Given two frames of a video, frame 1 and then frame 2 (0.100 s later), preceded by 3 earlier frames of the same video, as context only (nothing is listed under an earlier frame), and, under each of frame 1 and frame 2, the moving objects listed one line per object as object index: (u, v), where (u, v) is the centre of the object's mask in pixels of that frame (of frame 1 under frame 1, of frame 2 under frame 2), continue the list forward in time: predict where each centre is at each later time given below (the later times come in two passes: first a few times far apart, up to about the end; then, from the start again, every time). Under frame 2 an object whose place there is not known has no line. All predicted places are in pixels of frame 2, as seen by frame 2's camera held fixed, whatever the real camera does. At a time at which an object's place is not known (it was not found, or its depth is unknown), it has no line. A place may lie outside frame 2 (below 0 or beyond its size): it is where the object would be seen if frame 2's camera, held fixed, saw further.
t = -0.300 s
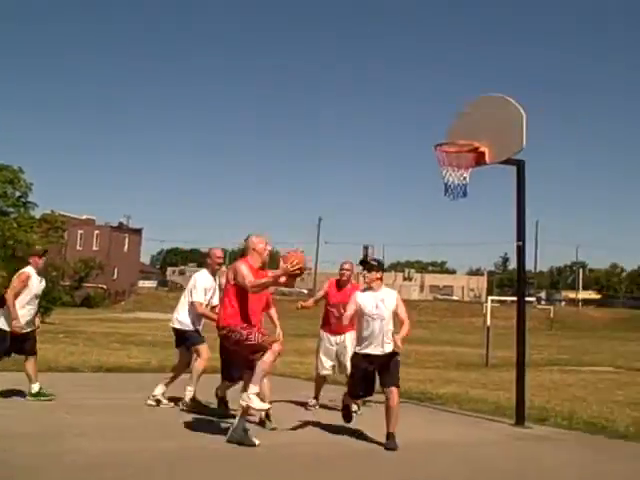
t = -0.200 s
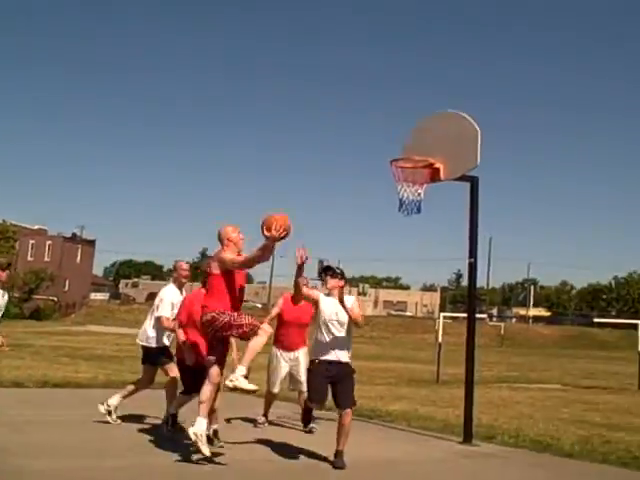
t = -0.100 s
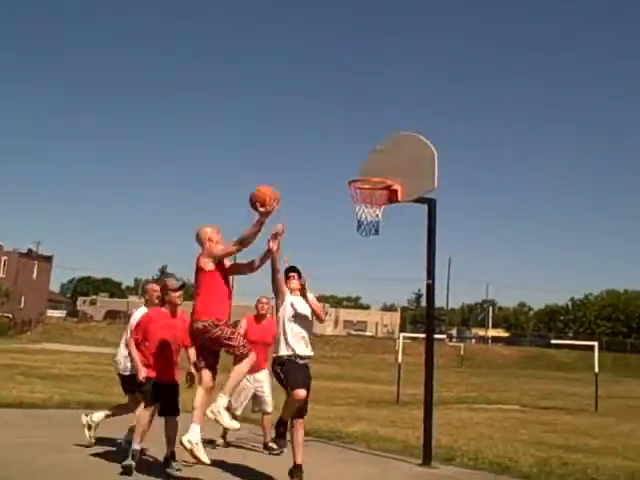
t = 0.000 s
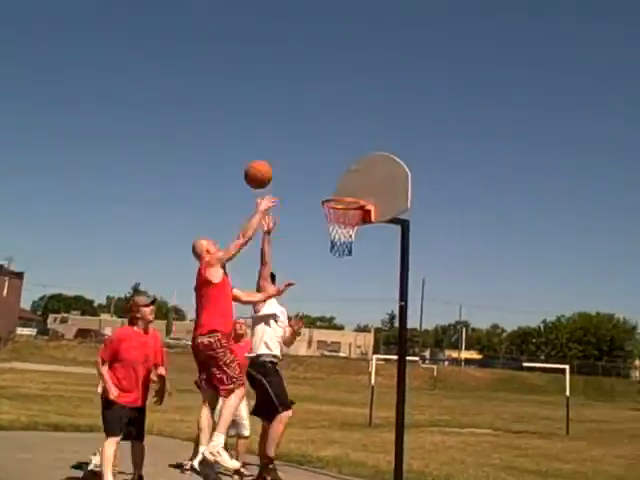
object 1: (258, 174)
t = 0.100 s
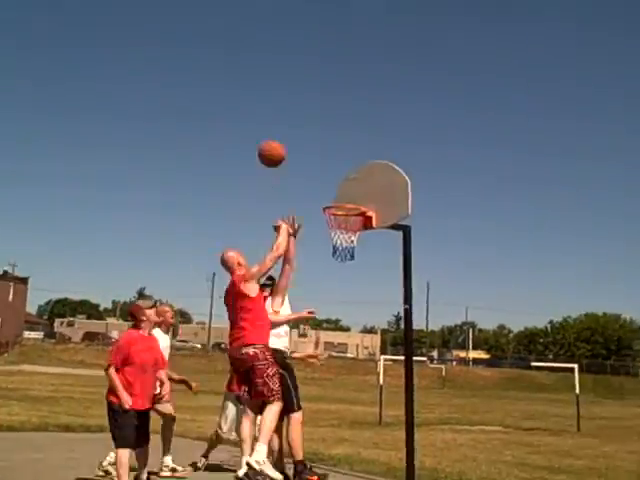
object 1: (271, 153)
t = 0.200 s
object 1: (288, 136)
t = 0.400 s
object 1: (311, 130)
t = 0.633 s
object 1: (329, 173)
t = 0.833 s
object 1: (328, 171)
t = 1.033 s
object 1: (321, 164)
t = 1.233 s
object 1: (313, 192)
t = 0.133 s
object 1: (276, 145)
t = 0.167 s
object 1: (285, 138)
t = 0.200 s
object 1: (288, 136)
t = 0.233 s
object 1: (287, 134)
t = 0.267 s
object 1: (294, 130)
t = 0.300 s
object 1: (300, 129)
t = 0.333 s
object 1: (304, 128)
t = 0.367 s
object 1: (308, 127)
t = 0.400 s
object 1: (311, 130)
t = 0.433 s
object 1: (312, 135)
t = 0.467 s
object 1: (314, 140)
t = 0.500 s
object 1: (317, 146)
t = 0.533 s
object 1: (322, 150)
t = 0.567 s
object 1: (323, 158)
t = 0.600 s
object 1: (325, 166)
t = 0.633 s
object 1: (329, 173)
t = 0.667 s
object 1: (330, 183)
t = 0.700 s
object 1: (332, 193)
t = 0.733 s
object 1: (331, 188)
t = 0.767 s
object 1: (331, 181)
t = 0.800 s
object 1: (329, 176)
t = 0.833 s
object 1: (328, 171)
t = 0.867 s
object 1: (327, 168)
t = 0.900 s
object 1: (326, 166)
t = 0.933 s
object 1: (325, 164)
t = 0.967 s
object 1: (324, 163)
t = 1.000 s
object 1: (322, 163)
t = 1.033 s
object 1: (321, 164)
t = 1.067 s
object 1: (320, 167)
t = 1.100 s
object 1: (318, 170)
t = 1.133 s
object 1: (317, 173)
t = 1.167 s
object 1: (316, 179)
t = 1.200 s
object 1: (314, 185)
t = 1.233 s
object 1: (313, 192)
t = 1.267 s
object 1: (311, 202)
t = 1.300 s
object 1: (309, 211)
